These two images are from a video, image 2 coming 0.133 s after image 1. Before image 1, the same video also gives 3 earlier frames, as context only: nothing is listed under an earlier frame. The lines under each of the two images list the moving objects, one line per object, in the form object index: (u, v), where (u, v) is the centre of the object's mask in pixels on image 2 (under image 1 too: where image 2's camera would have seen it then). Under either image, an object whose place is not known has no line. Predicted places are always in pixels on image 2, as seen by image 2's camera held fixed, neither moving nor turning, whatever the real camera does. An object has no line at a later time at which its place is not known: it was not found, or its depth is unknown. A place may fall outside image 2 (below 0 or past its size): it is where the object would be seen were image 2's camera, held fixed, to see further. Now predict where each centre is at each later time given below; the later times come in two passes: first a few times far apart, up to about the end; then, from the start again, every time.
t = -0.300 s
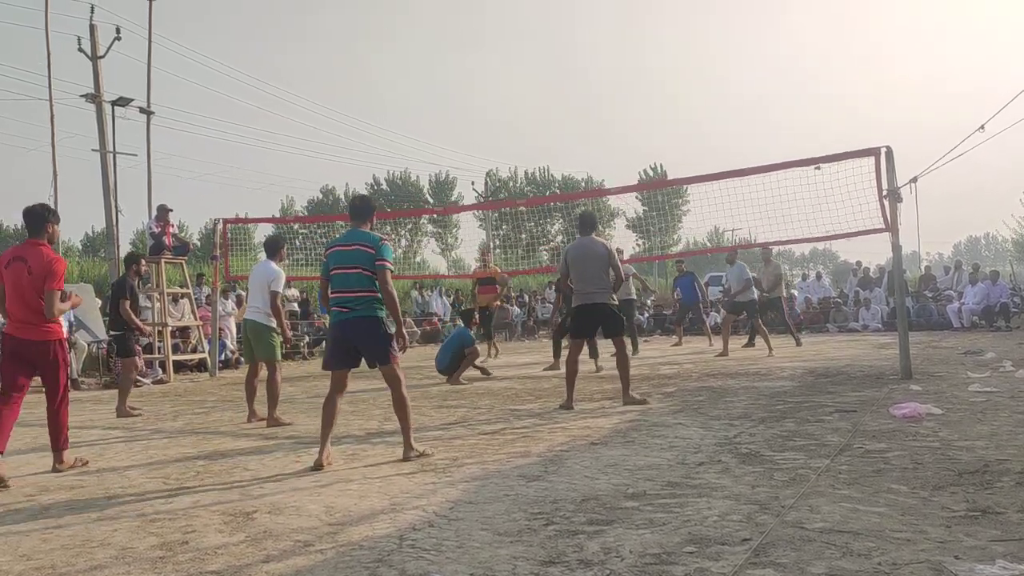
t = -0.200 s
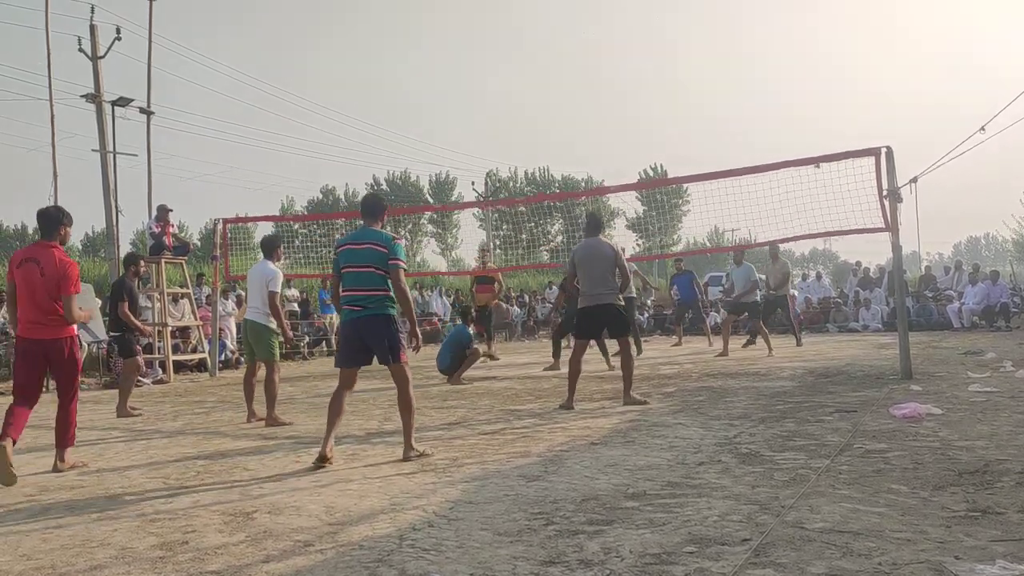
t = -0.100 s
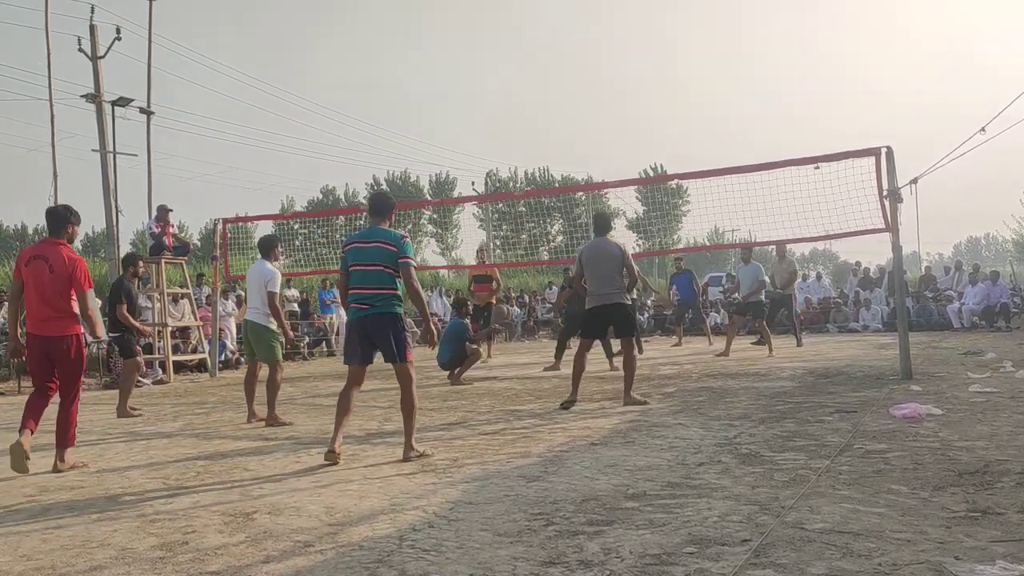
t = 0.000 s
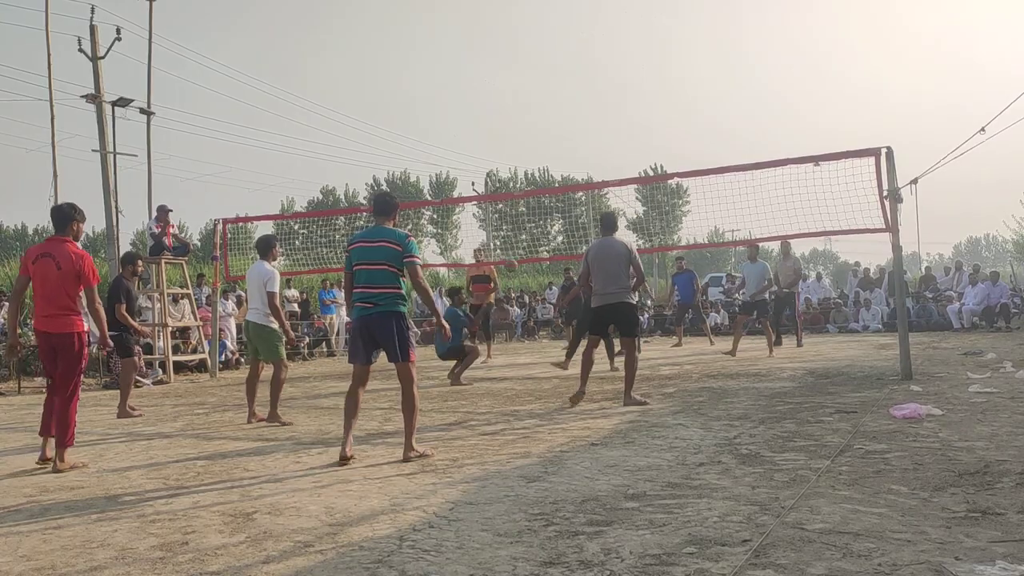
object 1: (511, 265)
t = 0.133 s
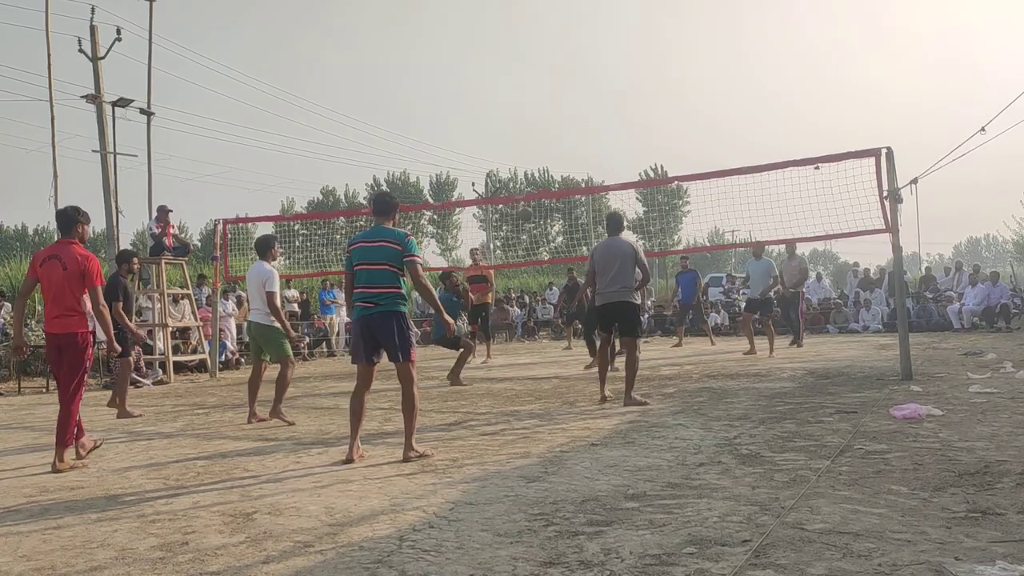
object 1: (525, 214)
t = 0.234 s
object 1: (537, 184)
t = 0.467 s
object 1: (567, 140)
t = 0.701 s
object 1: (601, 142)
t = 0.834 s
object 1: (623, 166)
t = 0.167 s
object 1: (530, 203)
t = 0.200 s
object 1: (535, 193)
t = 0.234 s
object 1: (537, 184)
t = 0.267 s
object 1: (542, 174)
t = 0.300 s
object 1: (545, 167)
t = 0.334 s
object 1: (550, 160)
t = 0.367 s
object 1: (554, 154)
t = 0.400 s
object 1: (558, 148)
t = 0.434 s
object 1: (563, 144)
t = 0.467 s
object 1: (567, 140)
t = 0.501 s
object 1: (572, 137)
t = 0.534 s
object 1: (576, 136)
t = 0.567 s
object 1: (581, 135)
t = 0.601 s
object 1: (586, 135)
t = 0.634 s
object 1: (591, 136)
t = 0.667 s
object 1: (596, 139)
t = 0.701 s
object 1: (601, 142)
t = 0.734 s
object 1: (607, 146)
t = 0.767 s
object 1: (612, 152)
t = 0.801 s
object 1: (617, 158)
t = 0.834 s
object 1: (623, 166)
